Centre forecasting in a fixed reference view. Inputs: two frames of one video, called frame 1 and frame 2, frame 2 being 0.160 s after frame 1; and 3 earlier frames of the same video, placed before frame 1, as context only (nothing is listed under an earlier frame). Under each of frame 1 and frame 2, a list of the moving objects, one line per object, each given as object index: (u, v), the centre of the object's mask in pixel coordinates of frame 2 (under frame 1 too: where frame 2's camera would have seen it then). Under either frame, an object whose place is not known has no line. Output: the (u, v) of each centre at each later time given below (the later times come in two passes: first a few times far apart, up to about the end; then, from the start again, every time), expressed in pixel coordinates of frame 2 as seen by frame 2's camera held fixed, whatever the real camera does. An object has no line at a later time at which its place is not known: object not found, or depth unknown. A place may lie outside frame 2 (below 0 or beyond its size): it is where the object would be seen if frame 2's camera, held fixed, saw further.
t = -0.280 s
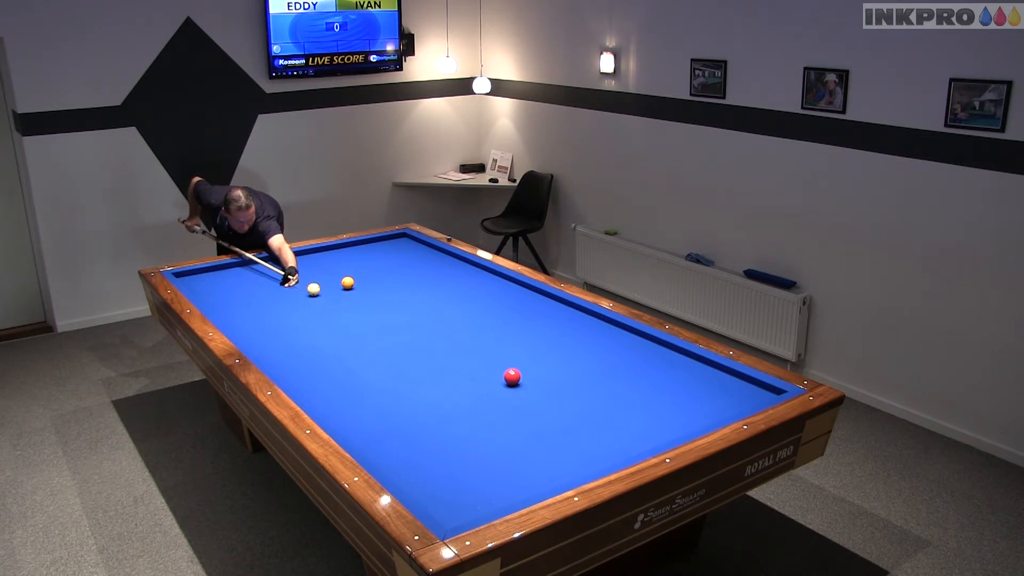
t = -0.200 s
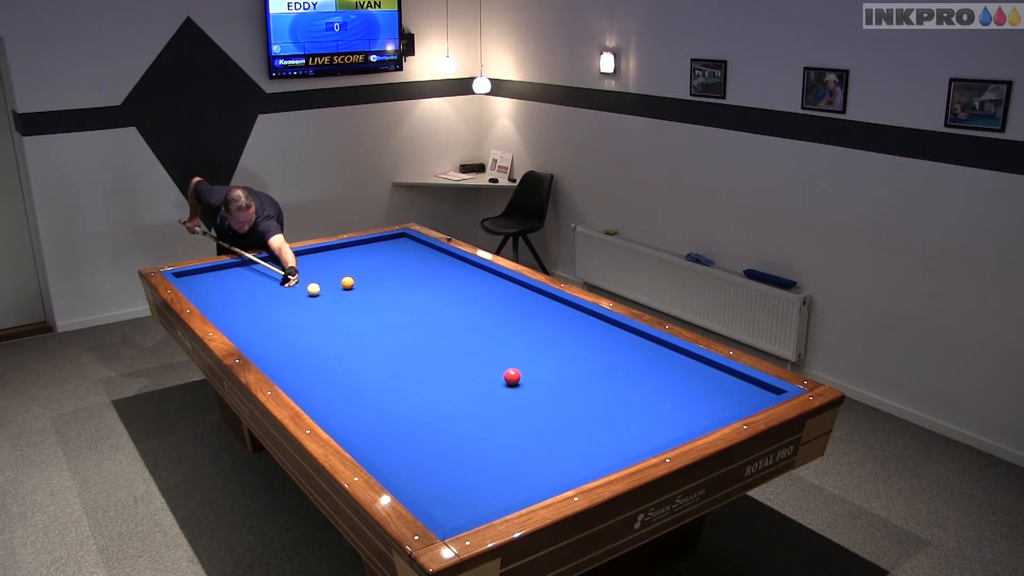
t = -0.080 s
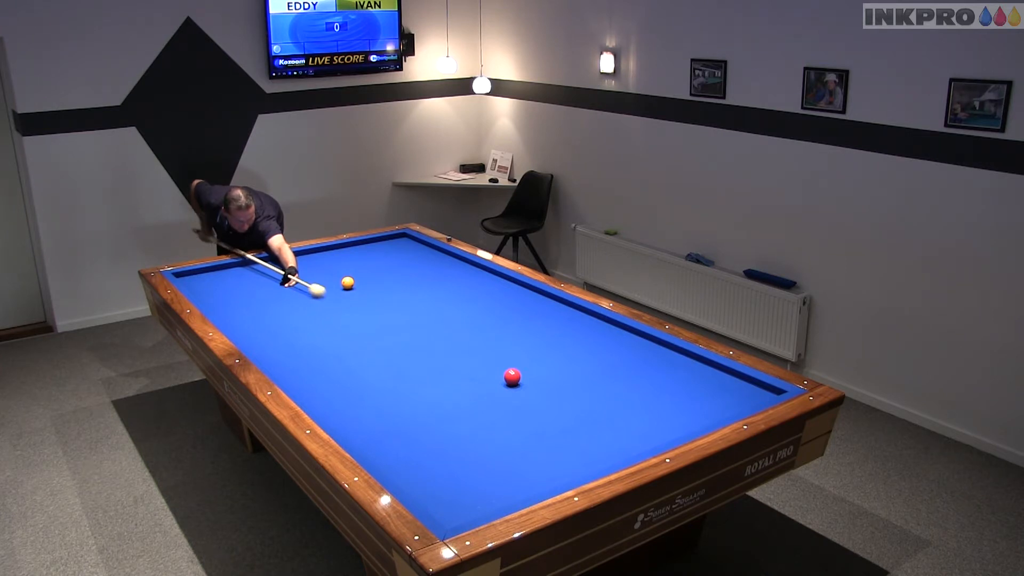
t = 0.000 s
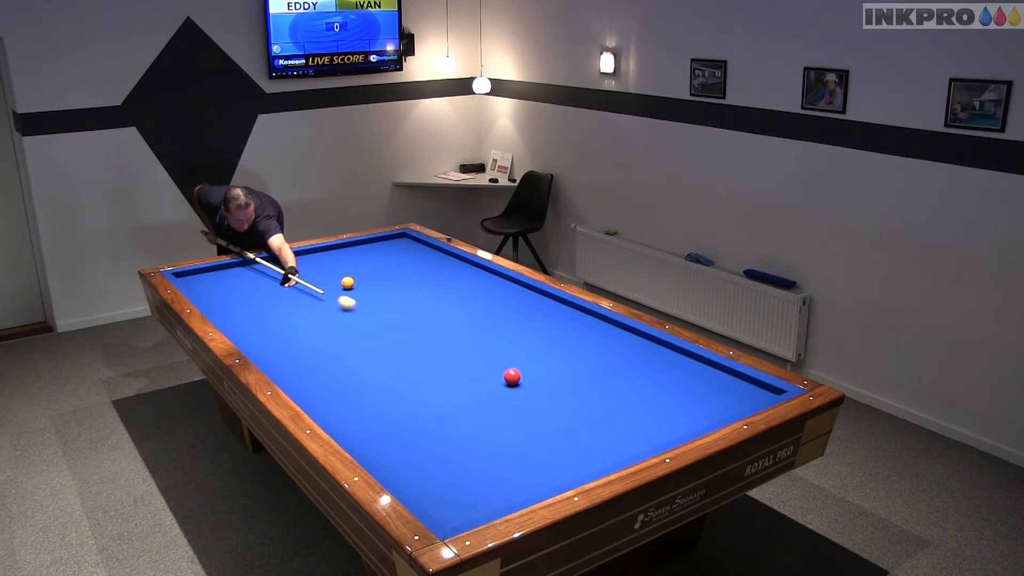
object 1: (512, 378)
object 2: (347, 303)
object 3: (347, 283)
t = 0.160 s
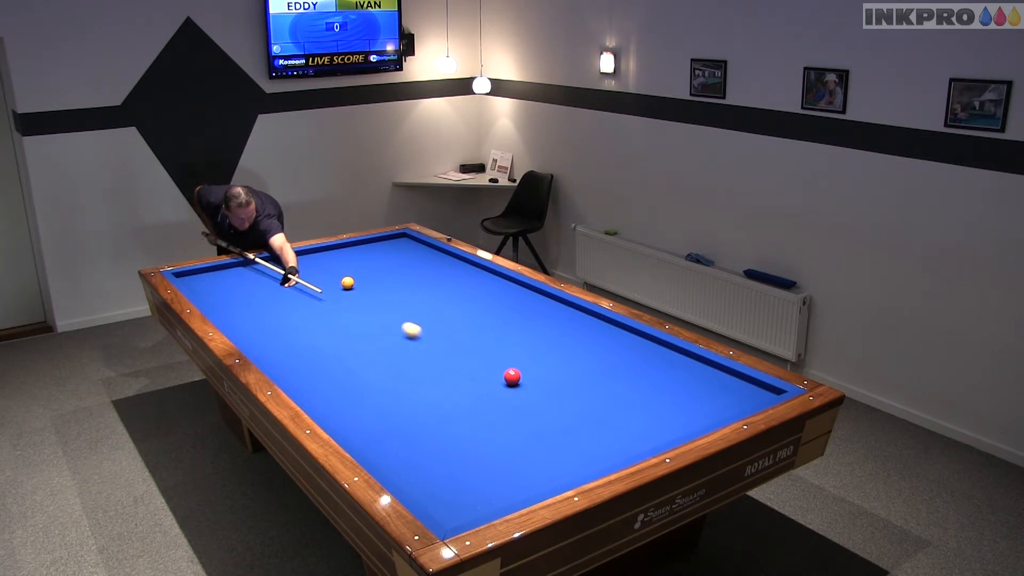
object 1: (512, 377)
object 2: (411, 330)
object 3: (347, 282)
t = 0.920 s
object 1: (509, 435)
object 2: (706, 374)
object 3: (347, 282)
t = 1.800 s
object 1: (330, 359)
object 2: (606, 394)
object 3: (348, 282)
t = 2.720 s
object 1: (213, 306)
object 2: (407, 388)
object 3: (348, 282)
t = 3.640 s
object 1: (204, 276)
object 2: (306, 361)
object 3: (348, 282)
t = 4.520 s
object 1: (257, 290)
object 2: (324, 319)
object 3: (348, 282)
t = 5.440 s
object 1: (317, 306)
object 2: (337, 287)
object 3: (348, 282)
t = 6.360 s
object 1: (378, 323)
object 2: (319, 274)
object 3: (374, 272)
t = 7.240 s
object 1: (437, 339)
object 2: (303, 264)
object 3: (394, 264)
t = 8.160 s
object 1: (498, 355)
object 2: (291, 256)
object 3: (410, 258)
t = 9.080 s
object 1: (559, 372)
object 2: (292, 257)
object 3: (422, 254)
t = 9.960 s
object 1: (613, 386)
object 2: (294, 259)
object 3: (429, 253)
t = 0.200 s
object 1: (512, 378)
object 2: (429, 337)
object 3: (348, 282)
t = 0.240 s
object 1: (512, 377)
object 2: (447, 345)
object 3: (348, 282)
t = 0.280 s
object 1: (512, 377)
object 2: (466, 353)
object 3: (347, 282)
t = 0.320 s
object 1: (512, 377)
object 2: (486, 361)
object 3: (348, 282)
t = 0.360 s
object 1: (512, 378)
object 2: (505, 367)
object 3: (347, 282)
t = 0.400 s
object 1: (521, 387)
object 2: (520, 368)
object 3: (347, 282)
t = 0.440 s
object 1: (530, 399)
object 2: (533, 368)
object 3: (348, 282)
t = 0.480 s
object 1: (539, 410)
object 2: (546, 367)
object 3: (348, 282)
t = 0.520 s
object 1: (549, 422)
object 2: (560, 367)
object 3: (348, 282)
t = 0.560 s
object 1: (559, 434)
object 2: (573, 367)
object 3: (348, 282)
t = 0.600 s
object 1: (570, 446)
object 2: (587, 367)
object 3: (348, 282)
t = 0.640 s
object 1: (580, 458)
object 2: (601, 367)
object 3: (347, 282)
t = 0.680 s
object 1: (587, 466)
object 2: (615, 368)
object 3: (348, 282)
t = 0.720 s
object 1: (573, 463)
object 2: (630, 368)
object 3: (348, 282)
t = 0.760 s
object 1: (559, 457)
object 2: (645, 369)
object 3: (348, 282)
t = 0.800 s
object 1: (545, 451)
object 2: (660, 370)
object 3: (348, 282)
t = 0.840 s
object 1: (532, 445)
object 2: (676, 372)
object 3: (348, 282)
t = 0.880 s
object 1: (520, 440)
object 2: (691, 373)
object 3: (348, 282)
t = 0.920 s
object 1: (509, 435)
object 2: (706, 374)
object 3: (347, 282)
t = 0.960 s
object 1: (498, 430)
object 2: (722, 375)
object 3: (348, 282)
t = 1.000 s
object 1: (489, 427)
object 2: (737, 376)
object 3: (348, 282)
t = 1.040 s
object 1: (479, 423)
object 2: (744, 381)
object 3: (348, 282)
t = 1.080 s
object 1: (470, 419)
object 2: (747, 386)
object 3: (348, 282)
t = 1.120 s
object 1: (460, 415)
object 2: (750, 392)
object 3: (347, 282)
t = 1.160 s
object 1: (452, 411)
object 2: (754, 397)
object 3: (348, 282)
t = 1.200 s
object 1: (443, 407)
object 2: (751, 399)
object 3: (348, 282)
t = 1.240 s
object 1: (434, 404)
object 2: (739, 398)
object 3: (348, 282)
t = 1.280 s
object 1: (426, 400)
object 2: (728, 398)
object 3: (348, 282)
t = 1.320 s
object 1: (417, 397)
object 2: (717, 397)
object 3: (348, 282)
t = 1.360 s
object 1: (409, 393)
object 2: (708, 397)
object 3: (348, 282)
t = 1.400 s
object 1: (401, 390)
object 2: (698, 397)
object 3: (347, 282)
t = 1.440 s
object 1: (393, 386)
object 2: (689, 396)
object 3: (348, 282)
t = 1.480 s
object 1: (386, 383)
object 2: (680, 396)
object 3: (348, 282)
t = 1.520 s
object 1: (379, 380)
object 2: (670, 396)
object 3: (348, 282)
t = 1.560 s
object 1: (371, 377)
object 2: (661, 396)
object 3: (348, 283)
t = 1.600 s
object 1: (364, 374)
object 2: (652, 396)
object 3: (348, 282)
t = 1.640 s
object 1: (357, 371)
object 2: (643, 396)
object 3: (348, 282)
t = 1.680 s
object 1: (350, 368)
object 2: (634, 395)
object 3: (348, 282)
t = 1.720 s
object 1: (343, 365)
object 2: (625, 395)
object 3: (348, 282)
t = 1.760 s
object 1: (337, 362)
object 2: (615, 395)
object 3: (348, 282)
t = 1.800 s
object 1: (330, 359)
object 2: (606, 394)
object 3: (348, 282)
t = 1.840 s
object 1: (324, 356)
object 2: (597, 394)
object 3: (348, 282)
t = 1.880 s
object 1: (318, 354)
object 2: (588, 394)
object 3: (348, 282)
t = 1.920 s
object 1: (312, 351)
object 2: (579, 394)
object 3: (348, 283)
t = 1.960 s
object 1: (306, 349)
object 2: (570, 393)
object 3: (348, 282)
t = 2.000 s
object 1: (300, 346)
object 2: (561, 393)
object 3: (348, 282)
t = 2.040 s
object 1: (294, 344)
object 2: (552, 393)
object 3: (348, 282)
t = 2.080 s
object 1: (288, 341)
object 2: (544, 393)
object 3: (348, 282)
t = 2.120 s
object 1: (283, 339)
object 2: (535, 392)
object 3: (348, 282)
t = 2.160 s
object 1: (277, 336)
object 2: (526, 392)
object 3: (348, 282)
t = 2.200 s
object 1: (272, 334)
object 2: (517, 392)
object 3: (348, 282)
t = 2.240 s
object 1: (267, 332)
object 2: (508, 391)
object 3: (348, 282)
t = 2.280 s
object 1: (262, 329)
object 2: (500, 391)
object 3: (348, 282)
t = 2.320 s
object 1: (256, 327)
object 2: (491, 391)
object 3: (348, 282)
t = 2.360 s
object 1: (251, 325)
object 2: (483, 390)
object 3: (348, 283)
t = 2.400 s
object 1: (246, 323)
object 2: (474, 390)
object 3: (348, 282)
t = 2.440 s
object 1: (242, 321)
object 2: (465, 390)
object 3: (348, 282)
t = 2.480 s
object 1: (237, 319)
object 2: (457, 389)
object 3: (348, 282)
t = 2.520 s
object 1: (232, 317)
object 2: (448, 389)
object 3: (348, 282)
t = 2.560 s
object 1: (228, 315)
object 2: (440, 389)
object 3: (348, 282)
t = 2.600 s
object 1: (224, 313)
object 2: (432, 389)
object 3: (348, 282)
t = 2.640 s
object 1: (219, 310)
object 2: (424, 388)
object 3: (348, 282)
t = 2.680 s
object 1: (215, 308)
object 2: (415, 388)
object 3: (348, 283)
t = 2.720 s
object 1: (213, 306)
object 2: (407, 388)
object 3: (348, 282)
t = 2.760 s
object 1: (212, 304)
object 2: (399, 387)
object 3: (348, 282)
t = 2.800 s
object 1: (210, 302)
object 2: (391, 387)
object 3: (347, 282)
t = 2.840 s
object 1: (209, 300)
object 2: (383, 387)
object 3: (347, 282)
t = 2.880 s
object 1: (207, 298)
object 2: (375, 386)
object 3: (347, 282)
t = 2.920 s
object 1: (206, 296)
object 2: (367, 386)
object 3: (348, 282)
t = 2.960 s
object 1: (205, 294)
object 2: (359, 385)
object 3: (348, 282)
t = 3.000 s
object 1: (203, 292)
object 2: (351, 385)
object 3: (348, 282)
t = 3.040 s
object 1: (202, 290)
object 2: (343, 384)
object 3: (348, 282)
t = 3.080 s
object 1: (201, 288)
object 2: (336, 384)
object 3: (348, 282)
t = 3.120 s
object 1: (200, 286)
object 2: (328, 384)
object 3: (348, 282)
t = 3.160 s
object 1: (199, 284)
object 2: (320, 384)
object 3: (348, 282)
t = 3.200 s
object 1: (198, 282)
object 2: (313, 383)
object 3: (348, 282)
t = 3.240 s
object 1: (197, 280)
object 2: (305, 383)
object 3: (348, 282)
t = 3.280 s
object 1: (195, 279)
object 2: (298, 382)
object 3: (348, 283)
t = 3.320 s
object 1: (194, 277)
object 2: (297, 380)
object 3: (348, 282)
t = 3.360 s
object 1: (193, 275)
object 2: (298, 378)
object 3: (348, 282)
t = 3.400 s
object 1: (192, 273)
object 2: (300, 375)
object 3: (348, 282)
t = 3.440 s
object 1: (191, 272)
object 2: (301, 373)
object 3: (348, 283)
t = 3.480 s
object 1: (193, 272)
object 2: (302, 370)
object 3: (348, 283)
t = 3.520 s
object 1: (196, 273)
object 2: (303, 368)
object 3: (348, 283)
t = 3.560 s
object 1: (199, 274)
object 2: (304, 365)
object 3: (348, 283)
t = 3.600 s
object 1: (202, 275)
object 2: (305, 363)
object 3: (348, 282)
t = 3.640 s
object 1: (204, 276)
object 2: (306, 361)
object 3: (348, 282)
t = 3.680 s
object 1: (206, 276)
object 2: (307, 359)
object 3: (348, 282)
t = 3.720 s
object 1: (208, 277)
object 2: (308, 356)
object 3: (347, 283)
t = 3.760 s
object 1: (211, 278)
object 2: (309, 354)
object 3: (348, 283)
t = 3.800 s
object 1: (213, 278)
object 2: (310, 352)
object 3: (348, 283)
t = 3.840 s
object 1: (216, 279)
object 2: (311, 350)
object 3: (348, 283)
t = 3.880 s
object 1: (218, 279)
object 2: (311, 348)
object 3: (348, 283)
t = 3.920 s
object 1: (221, 280)
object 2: (312, 346)
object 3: (348, 282)
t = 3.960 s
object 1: (223, 281)
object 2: (313, 344)
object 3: (348, 282)
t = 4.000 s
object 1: (225, 282)
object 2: (314, 342)
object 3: (348, 283)
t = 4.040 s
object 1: (228, 282)
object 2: (315, 340)
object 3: (348, 282)
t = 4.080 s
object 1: (230, 283)
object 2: (316, 338)
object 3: (348, 282)
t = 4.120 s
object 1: (233, 284)
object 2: (317, 336)
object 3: (348, 283)
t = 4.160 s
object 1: (235, 284)
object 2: (317, 335)
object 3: (348, 282)
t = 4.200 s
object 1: (238, 285)
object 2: (318, 333)
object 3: (348, 282)
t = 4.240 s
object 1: (240, 286)
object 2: (319, 331)
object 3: (348, 282)
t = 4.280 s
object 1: (243, 286)
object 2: (320, 329)
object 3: (348, 282)
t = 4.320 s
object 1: (245, 287)
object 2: (321, 327)
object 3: (348, 282)
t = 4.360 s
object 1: (247, 288)
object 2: (321, 326)
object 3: (348, 282)
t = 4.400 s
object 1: (250, 288)
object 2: (322, 324)
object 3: (348, 282)
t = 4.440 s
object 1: (252, 289)
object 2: (323, 322)
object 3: (348, 282)
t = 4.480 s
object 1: (255, 290)
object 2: (323, 321)
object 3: (348, 282)
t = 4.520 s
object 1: (257, 290)
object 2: (324, 319)
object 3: (348, 282)
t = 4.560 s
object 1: (260, 291)
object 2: (325, 317)
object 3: (348, 282)
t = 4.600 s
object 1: (263, 292)
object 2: (325, 316)
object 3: (348, 282)
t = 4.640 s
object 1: (265, 292)
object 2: (326, 314)
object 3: (348, 282)
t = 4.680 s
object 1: (268, 293)
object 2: (327, 313)
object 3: (348, 282)
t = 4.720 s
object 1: (270, 294)
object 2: (327, 311)
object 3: (348, 282)
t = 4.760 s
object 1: (273, 294)
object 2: (328, 310)
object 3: (348, 282)
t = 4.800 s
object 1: (275, 295)
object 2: (329, 308)
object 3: (348, 282)
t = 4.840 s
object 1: (278, 296)
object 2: (329, 307)
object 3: (348, 282)
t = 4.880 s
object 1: (280, 296)
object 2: (330, 305)
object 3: (348, 282)
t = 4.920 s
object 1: (283, 297)
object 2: (331, 304)
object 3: (348, 282)
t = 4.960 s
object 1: (285, 298)
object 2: (331, 302)
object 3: (348, 282)
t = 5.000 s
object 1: (288, 298)
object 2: (332, 301)
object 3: (348, 282)
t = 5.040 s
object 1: (291, 299)
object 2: (332, 300)
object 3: (348, 282)
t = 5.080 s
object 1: (293, 300)
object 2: (333, 298)
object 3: (348, 282)
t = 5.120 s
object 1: (296, 301)
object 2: (333, 297)
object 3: (348, 282)
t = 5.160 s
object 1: (299, 301)
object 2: (334, 296)
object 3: (348, 282)
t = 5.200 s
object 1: (301, 302)
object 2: (335, 294)
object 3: (348, 282)
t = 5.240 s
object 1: (304, 303)
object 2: (335, 293)
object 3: (348, 282)
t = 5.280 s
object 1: (306, 303)
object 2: (336, 292)
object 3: (348, 282)
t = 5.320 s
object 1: (309, 304)
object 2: (336, 291)
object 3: (348, 282)
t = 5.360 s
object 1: (311, 305)
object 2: (337, 289)
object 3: (348, 282)
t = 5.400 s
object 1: (314, 306)
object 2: (337, 288)
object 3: (348, 282)
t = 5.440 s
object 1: (317, 306)
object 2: (337, 287)
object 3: (348, 282)
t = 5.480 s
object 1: (319, 307)
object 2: (338, 286)
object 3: (349, 282)
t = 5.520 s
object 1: (322, 308)
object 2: (337, 285)
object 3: (350, 281)
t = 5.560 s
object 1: (325, 308)
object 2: (336, 285)
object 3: (351, 281)
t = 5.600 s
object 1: (327, 309)
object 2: (335, 284)
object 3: (352, 281)
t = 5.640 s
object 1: (329, 310)
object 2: (334, 283)
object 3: (354, 280)
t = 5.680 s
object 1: (332, 311)
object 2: (333, 283)
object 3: (355, 280)
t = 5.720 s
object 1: (335, 311)
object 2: (332, 282)
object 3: (356, 279)
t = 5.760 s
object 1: (338, 312)
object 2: (331, 282)
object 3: (357, 279)
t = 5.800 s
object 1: (340, 313)
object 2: (330, 281)
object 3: (358, 278)
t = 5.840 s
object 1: (343, 313)
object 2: (329, 280)
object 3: (360, 278)
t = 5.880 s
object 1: (346, 314)
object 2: (328, 280)
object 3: (361, 277)
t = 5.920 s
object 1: (348, 315)
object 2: (327, 279)
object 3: (362, 277)
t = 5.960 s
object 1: (351, 315)
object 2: (327, 279)
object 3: (363, 276)
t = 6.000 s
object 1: (353, 316)
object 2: (326, 278)
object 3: (364, 276)
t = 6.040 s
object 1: (356, 317)
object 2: (325, 278)
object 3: (366, 275)
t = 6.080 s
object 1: (359, 317)
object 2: (324, 277)
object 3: (366, 275)
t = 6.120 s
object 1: (361, 318)
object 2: (323, 277)
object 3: (368, 275)
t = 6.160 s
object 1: (364, 319)
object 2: (322, 276)
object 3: (369, 274)
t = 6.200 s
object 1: (367, 320)
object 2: (322, 276)
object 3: (370, 274)
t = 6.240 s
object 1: (370, 321)
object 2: (321, 275)
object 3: (371, 273)
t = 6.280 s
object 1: (372, 321)
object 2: (320, 275)
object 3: (372, 273)
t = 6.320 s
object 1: (375, 322)
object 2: (320, 274)
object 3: (373, 273)
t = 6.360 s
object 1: (378, 323)
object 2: (319, 274)
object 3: (374, 272)
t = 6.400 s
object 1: (380, 323)
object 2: (318, 273)
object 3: (375, 272)
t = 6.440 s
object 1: (383, 324)
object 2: (317, 273)
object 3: (376, 271)
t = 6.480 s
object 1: (386, 325)
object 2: (316, 272)
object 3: (377, 271)
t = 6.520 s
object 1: (388, 325)
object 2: (316, 272)
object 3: (378, 271)
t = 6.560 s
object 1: (391, 326)
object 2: (315, 271)
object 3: (379, 270)
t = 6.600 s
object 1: (394, 327)
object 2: (314, 271)
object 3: (380, 270)
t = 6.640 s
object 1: (396, 328)
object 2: (313, 270)
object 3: (381, 269)
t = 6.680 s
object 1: (399, 329)
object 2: (313, 270)
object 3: (382, 269)
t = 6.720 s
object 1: (402, 329)
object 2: (312, 269)
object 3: (383, 269)
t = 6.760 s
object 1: (405, 330)
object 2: (311, 269)
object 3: (384, 268)
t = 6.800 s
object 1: (407, 331)
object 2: (311, 268)
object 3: (385, 268)
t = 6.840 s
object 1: (410, 331)
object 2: (310, 268)
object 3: (385, 267)
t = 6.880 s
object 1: (413, 332)
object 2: (309, 268)
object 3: (386, 267)
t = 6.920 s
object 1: (415, 333)
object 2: (309, 267)
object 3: (387, 267)
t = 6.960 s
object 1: (418, 334)
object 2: (308, 267)
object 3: (388, 267)
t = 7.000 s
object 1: (421, 334)
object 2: (307, 266)
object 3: (389, 266)
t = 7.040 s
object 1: (424, 335)
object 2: (306, 266)
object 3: (390, 266)
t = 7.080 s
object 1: (426, 336)
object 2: (306, 265)
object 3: (391, 265)
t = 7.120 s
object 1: (429, 336)
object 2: (305, 265)
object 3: (392, 265)
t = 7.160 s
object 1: (432, 337)
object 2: (305, 265)
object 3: (392, 265)
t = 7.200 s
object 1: (434, 338)
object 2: (304, 264)
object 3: (393, 265)
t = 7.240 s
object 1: (437, 339)
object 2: (303, 264)
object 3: (394, 264)
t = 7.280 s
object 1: (440, 339)
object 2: (303, 263)
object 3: (395, 264)
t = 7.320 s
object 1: (442, 340)
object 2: (302, 263)
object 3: (396, 264)
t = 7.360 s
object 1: (445, 341)
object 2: (301, 263)
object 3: (396, 264)
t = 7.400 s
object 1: (448, 342)
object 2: (301, 262)
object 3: (397, 263)
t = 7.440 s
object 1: (451, 342)
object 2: (300, 262)
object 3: (398, 263)
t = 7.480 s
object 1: (453, 343)
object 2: (300, 262)
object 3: (399, 263)
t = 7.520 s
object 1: (456, 344)
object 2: (299, 262)
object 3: (400, 262)
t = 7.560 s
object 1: (458, 345)
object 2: (299, 261)
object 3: (400, 262)
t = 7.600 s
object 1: (461, 345)
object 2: (298, 261)
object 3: (401, 262)
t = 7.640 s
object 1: (464, 346)
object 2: (297, 260)
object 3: (402, 262)
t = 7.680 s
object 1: (466, 347)
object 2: (297, 260)
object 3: (402, 261)
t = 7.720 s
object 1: (469, 348)
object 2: (296, 260)
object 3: (403, 261)
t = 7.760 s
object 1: (472, 348)
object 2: (296, 259)
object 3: (404, 261)
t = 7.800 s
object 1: (475, 349)
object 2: (295, 259)
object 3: (405, 261)
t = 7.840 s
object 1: (477, 350)
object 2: (295, 259)
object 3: (405, 260)
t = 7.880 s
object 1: (480, 350)
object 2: (294, 258)
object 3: (406, 260)
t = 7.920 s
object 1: (482, 351)
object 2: (294, 258)
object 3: (406, 260)
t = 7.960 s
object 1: (485, 352)
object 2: (293, 258)
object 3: (407, 260)
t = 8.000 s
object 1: (488, 352)
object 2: (293, 257)
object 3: (408, 259)
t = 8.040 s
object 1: (490, 353)
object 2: (292, 257)
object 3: (409, 259)
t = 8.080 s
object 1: (493, 354)
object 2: (292, 257)
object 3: (409, 259)
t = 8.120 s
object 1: (496, 355)
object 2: (291, 257)
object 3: (410, 259)
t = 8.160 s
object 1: (498, 355)
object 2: (291, 256)
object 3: (410, 258)
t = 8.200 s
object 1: (501, 356)
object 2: (290, 256)
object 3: (411, 258)
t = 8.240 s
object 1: (504, 357)
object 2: (290, 256)
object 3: (411, 258)
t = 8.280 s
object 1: (506, 358)
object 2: (289, 255)
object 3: (412, 258)
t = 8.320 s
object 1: (509, 358)
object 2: (289, 255)
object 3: (413, 258)
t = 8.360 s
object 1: (512, 359)
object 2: (288, 255)
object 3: (413, 257)
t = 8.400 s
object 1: (514, 360)
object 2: (288, 255)
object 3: (414, 257)
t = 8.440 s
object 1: (517, 361)
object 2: (288, 255)
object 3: (414, 257)
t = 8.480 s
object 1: (520, 361)
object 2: (288, 255)
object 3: (415, 257)
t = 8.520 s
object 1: (522, 362)
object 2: (288, 255)
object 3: (415, 257)
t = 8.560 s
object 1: (525, 363)
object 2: (288, 255)
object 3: (416, 257)
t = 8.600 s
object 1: (528, 363)
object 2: (289, 255)
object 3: (416, 257)
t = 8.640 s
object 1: (530, 364)
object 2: (289, 255)
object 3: (417, 257)
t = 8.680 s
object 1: (533, 365)
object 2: (289, 255)
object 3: (417, 256)
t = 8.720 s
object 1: (536, 365)
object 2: (289, 255)
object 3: (418, 256)
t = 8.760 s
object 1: (538, 366)
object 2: (290, 256)
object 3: (419, 256)
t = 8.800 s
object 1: (541, 367)
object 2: (290, 256)
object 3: (419, 256)
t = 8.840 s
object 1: (543, 368)
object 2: (290, 256)
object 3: (419, 256)
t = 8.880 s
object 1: (546, 368)
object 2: (290, 256)
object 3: (420, 255)
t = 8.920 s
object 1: (549, 369)
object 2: (291, 256)
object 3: (420, 255)
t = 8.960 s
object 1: (551, 370)
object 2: (291, 256)
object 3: (420, 255)
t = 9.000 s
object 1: (554, 370)
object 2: (291, 257)
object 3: (421, 255)
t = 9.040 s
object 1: (556, 371)
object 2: (291, 256)
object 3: (422, 255)
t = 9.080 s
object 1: (559, 372)
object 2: (292, 257)
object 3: (422, 254)
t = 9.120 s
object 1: (561, 372)
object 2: (292, 257)
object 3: (422, 254)
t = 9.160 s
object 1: (564, 373)
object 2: (292, 257)
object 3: (423, 254)
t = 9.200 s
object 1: (566, 374)
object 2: (292, 257)
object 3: (423, 254)
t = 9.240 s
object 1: (569, 374)
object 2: (292, 257)
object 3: (424, 254)
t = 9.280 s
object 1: (571, 375)
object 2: (292, 257)
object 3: (424, 254)
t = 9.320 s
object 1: (574, 376)
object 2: (292, 257)
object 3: (424, 254)
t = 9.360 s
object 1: (577, 376)
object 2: (292, 257)
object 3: (425, 254)
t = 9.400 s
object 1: (579, 377)
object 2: (293, 258)
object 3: (425, 254)
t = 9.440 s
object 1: (582, 378)
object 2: (293, 258)
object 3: (425, 254)
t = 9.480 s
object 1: (584, 378)
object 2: (293, 258)
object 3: (426, 254)
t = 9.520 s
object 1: (586, 379)
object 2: (293, 258)
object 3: (426, 254)
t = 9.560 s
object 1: (589, 380)
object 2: (293, 258)
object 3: (427, 253)
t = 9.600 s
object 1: (591, 380)
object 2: (293, 258)
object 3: (427, 253)
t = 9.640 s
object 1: (594, 381)
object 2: (293, 258)
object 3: (427, 253)
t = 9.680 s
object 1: (596, 382)
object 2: (293, 258)
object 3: (428, 253)
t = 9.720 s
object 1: (599, 382)
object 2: (293, 258)
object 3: (428, 253)
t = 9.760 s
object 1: (601, 383)
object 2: (293, 258)
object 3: (428, 253)
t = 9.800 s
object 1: (604, 384)
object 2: (294, 258)
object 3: (428, 253)
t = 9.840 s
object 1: (606, 384)
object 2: (294, 258)
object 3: (429, 253)
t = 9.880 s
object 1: (609, 385)
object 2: (294, 259)
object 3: (429, 253)
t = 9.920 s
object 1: (611, 385)
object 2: (294, 258)
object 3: (429, 252)
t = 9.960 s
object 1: (613, 386)
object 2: (294, 259)
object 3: (429, 253)
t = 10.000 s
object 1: (616, 387)
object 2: (294, 259)
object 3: (429, 252)
